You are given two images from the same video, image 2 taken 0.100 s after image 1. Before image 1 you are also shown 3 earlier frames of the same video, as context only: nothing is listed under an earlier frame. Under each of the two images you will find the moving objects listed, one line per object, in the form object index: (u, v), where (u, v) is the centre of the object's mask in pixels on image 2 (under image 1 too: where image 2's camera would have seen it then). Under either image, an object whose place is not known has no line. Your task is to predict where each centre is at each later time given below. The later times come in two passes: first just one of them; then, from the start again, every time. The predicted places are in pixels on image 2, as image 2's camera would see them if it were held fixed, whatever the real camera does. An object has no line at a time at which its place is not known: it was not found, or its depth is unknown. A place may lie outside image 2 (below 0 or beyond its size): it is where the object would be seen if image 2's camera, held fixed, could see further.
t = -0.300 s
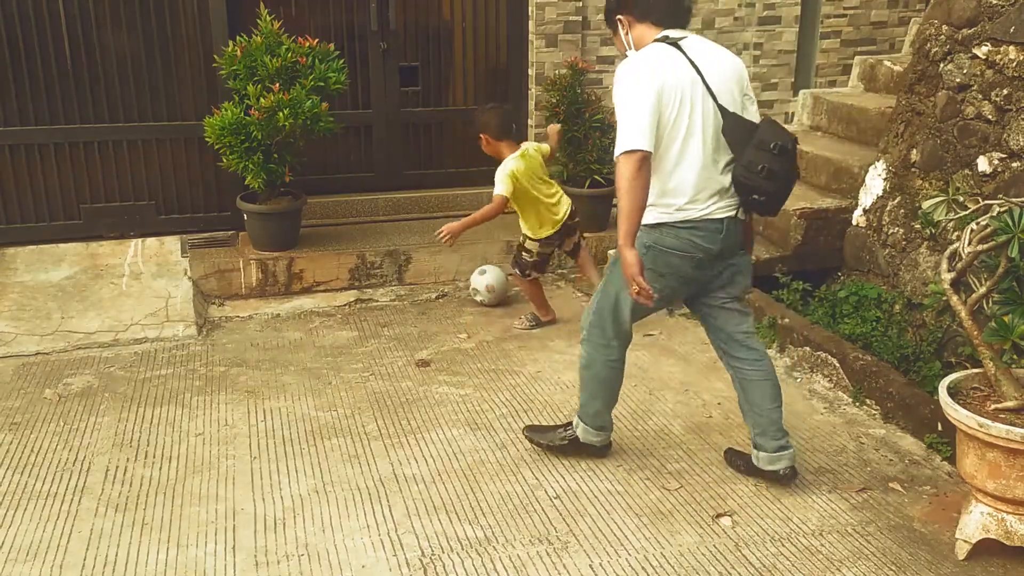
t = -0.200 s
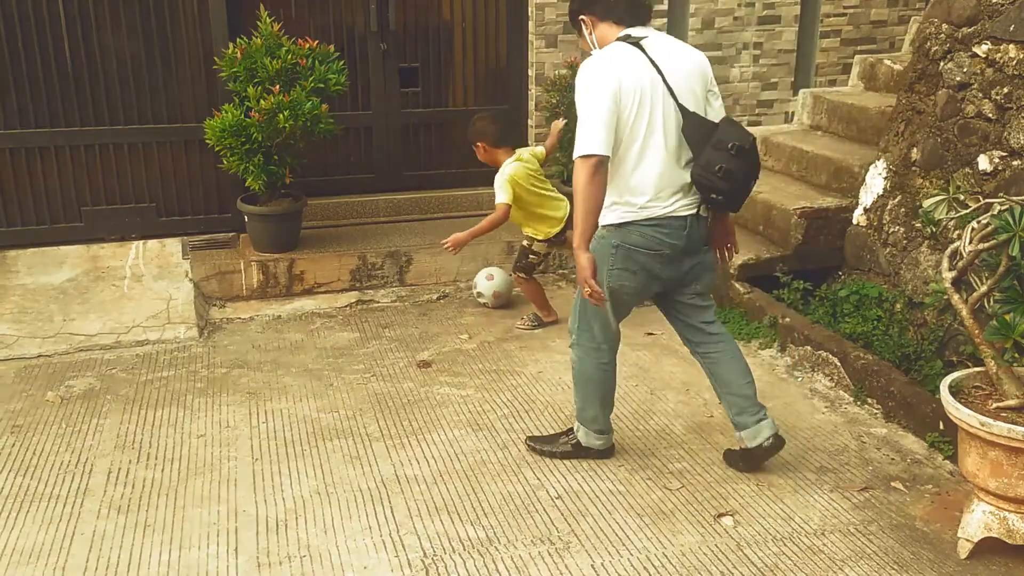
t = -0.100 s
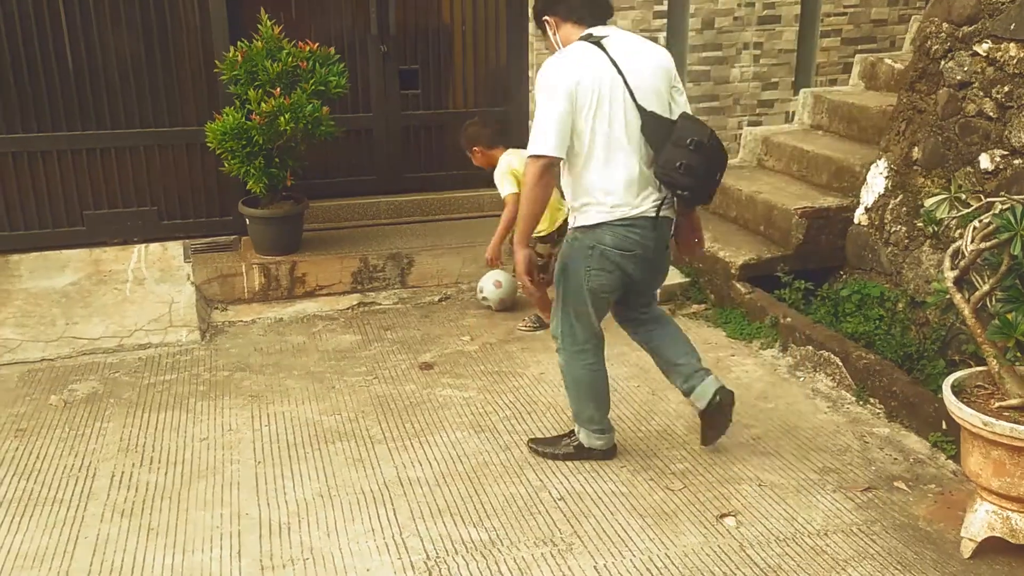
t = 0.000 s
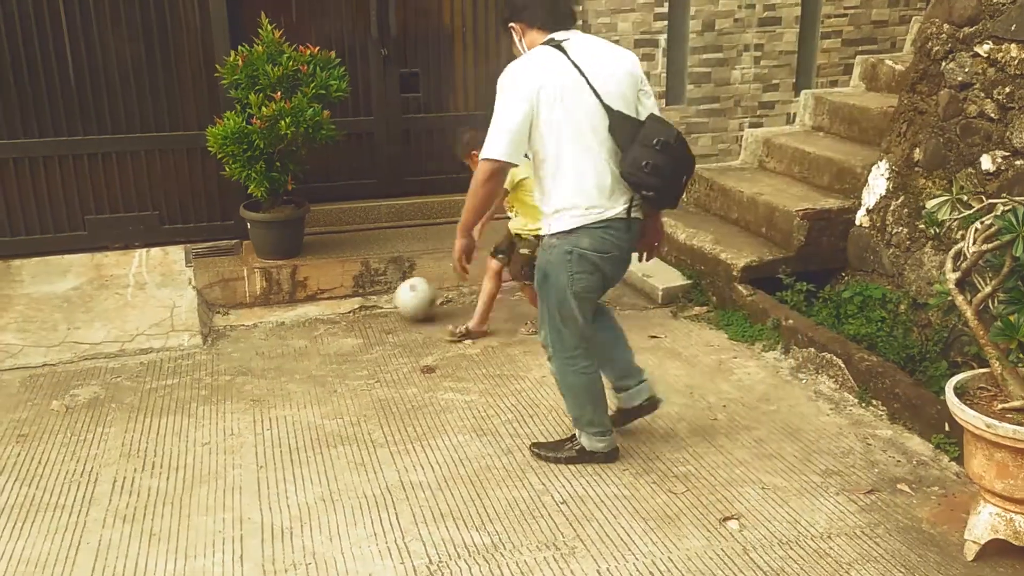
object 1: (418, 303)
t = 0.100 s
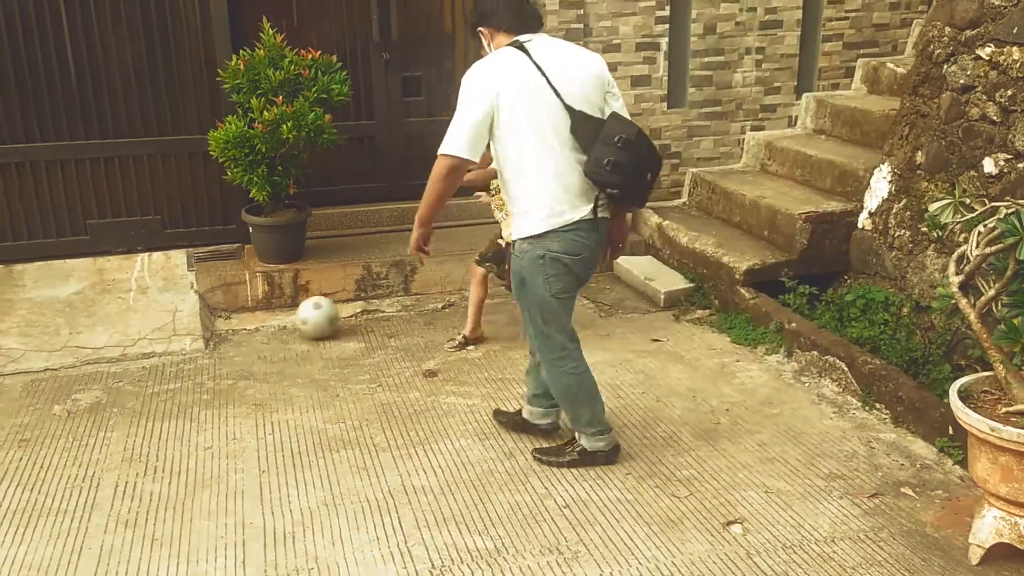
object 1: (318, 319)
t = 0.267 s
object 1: (184, 326)
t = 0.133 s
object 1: (286, 320)
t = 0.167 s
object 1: (257, 322)
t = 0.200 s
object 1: (227, 325)
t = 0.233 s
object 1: (200, 328)
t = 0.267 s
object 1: (184, 326)
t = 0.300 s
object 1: (163, 324)
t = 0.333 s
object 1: (143, 325)
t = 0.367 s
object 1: (125, 327)
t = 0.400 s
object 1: (107, 333)
